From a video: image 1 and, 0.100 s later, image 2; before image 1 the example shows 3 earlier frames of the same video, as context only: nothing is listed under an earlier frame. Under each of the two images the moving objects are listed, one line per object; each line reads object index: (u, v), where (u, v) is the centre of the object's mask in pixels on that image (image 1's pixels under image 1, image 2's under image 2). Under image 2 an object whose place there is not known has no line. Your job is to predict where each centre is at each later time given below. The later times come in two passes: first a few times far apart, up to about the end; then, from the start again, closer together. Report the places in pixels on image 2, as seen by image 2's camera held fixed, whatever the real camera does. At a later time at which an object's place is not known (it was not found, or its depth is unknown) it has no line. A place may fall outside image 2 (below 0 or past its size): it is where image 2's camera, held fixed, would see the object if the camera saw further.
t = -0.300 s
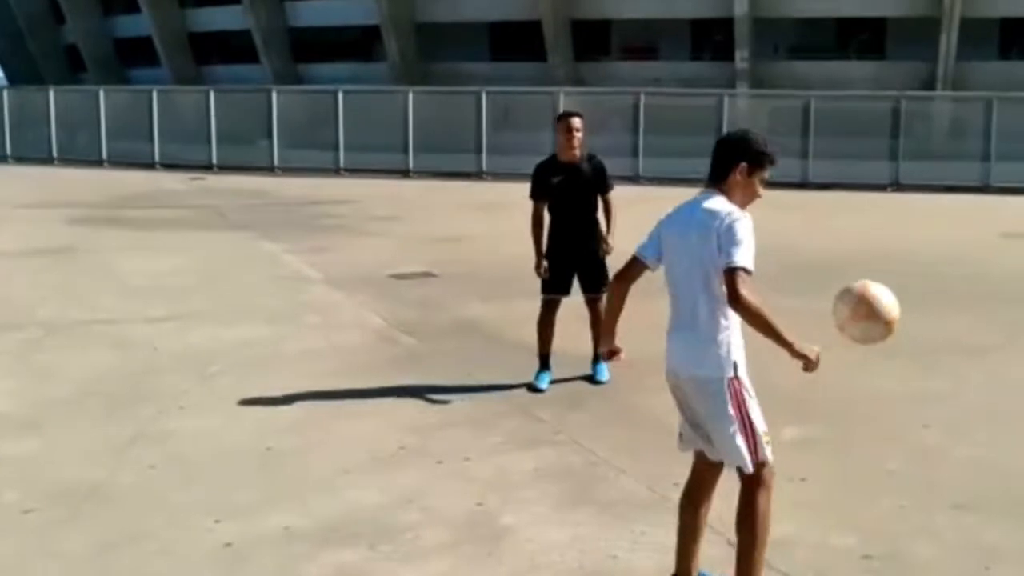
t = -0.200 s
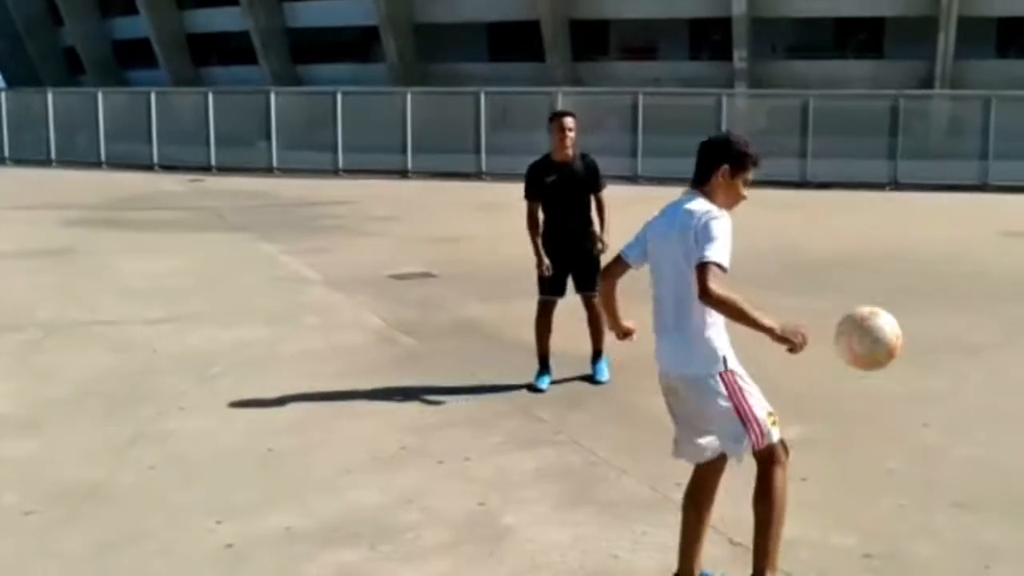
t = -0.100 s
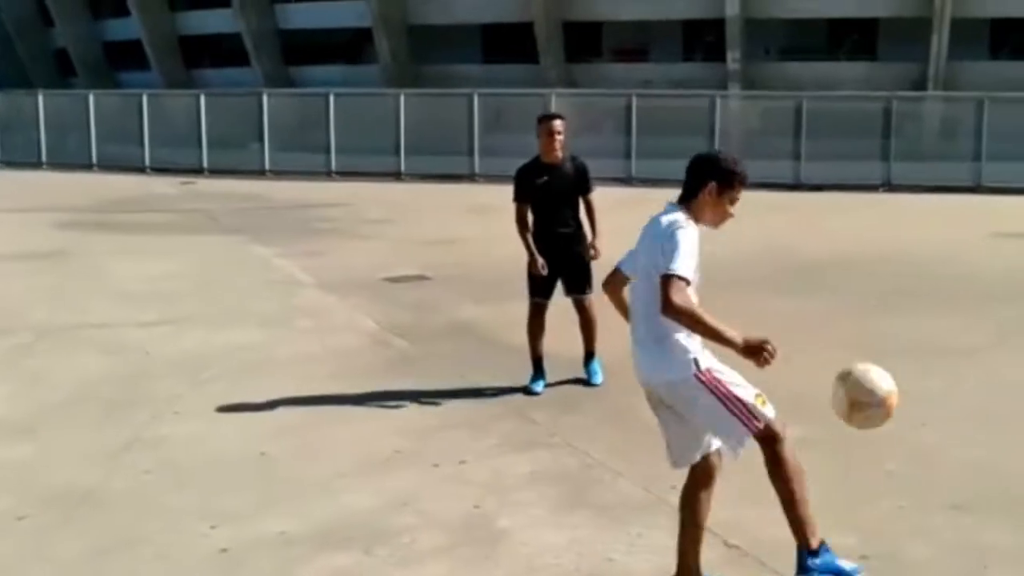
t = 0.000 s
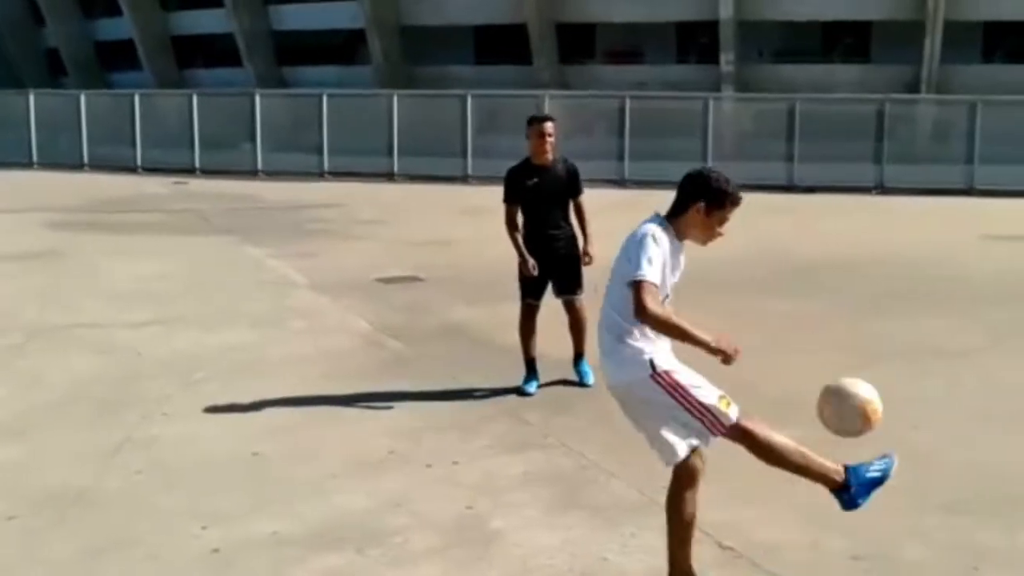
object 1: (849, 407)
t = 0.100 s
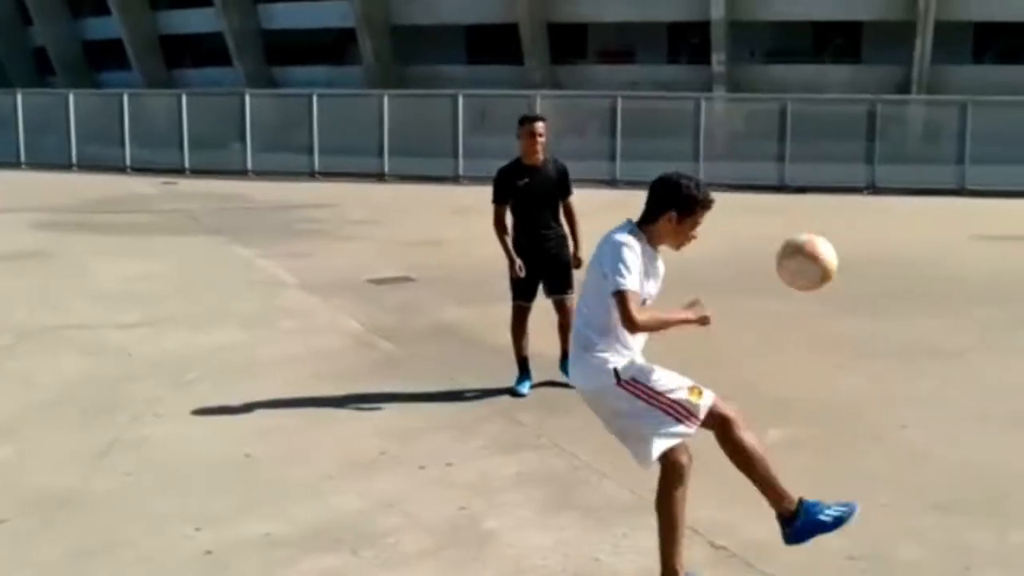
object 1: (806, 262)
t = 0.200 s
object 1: (775, 154)
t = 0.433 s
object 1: (723, 20)
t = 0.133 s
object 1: (794, 222)
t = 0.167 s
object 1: (785, 185)
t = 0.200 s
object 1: (775, 154)
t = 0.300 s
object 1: (751, 74)
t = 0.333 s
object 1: (741, 55)
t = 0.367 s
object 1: (736, 38)
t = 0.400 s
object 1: (730, 25)
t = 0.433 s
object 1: (723, 20)
